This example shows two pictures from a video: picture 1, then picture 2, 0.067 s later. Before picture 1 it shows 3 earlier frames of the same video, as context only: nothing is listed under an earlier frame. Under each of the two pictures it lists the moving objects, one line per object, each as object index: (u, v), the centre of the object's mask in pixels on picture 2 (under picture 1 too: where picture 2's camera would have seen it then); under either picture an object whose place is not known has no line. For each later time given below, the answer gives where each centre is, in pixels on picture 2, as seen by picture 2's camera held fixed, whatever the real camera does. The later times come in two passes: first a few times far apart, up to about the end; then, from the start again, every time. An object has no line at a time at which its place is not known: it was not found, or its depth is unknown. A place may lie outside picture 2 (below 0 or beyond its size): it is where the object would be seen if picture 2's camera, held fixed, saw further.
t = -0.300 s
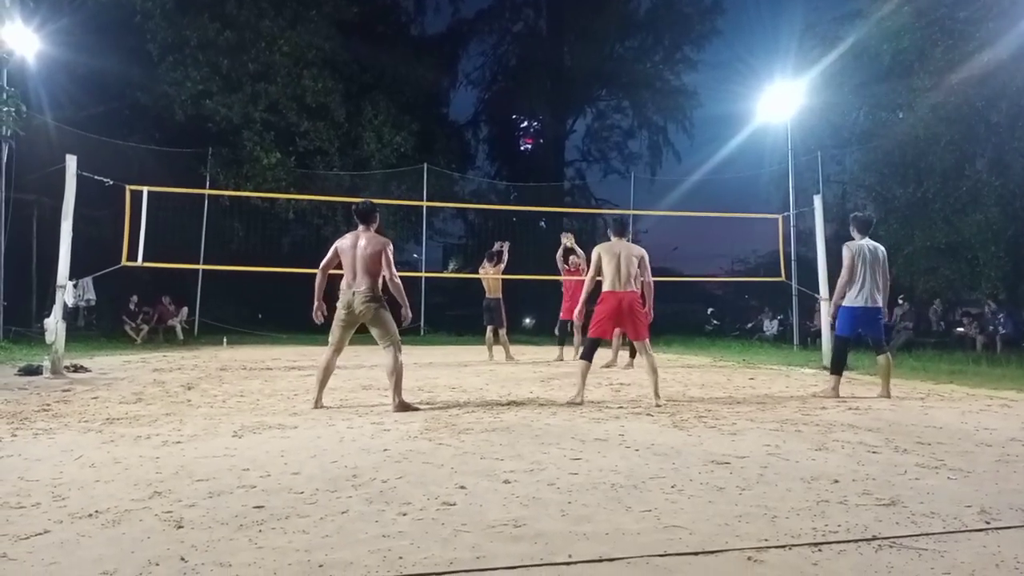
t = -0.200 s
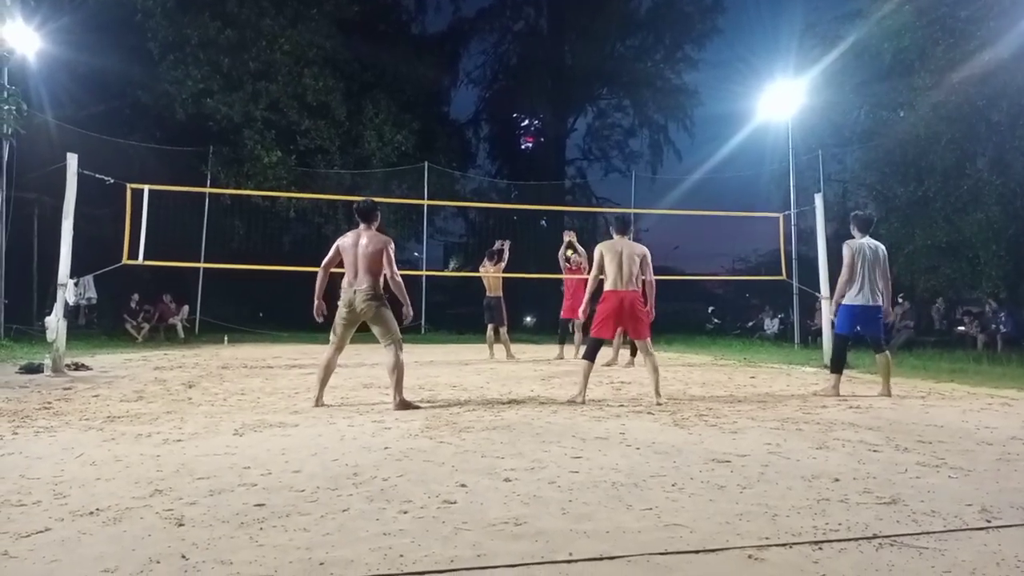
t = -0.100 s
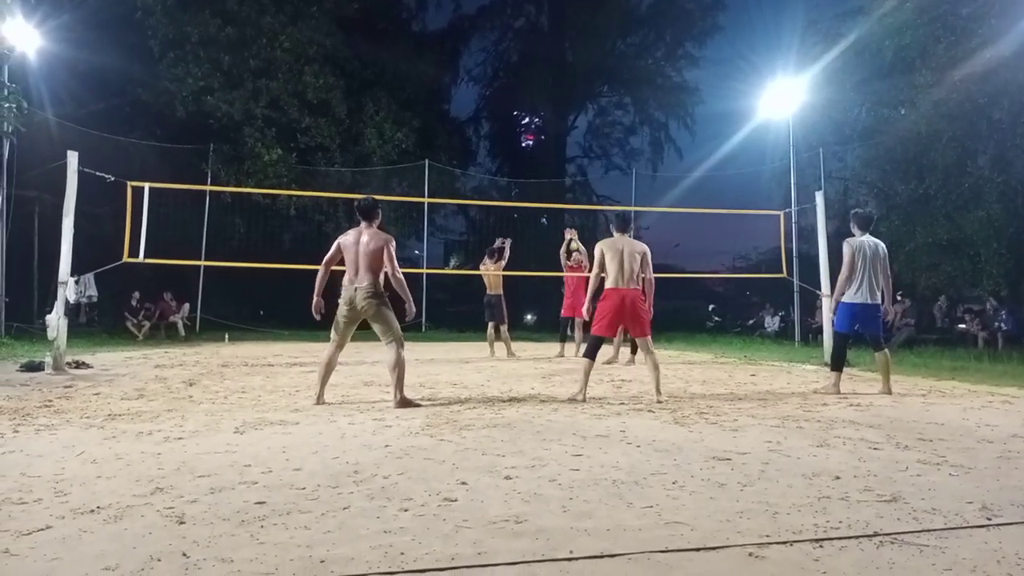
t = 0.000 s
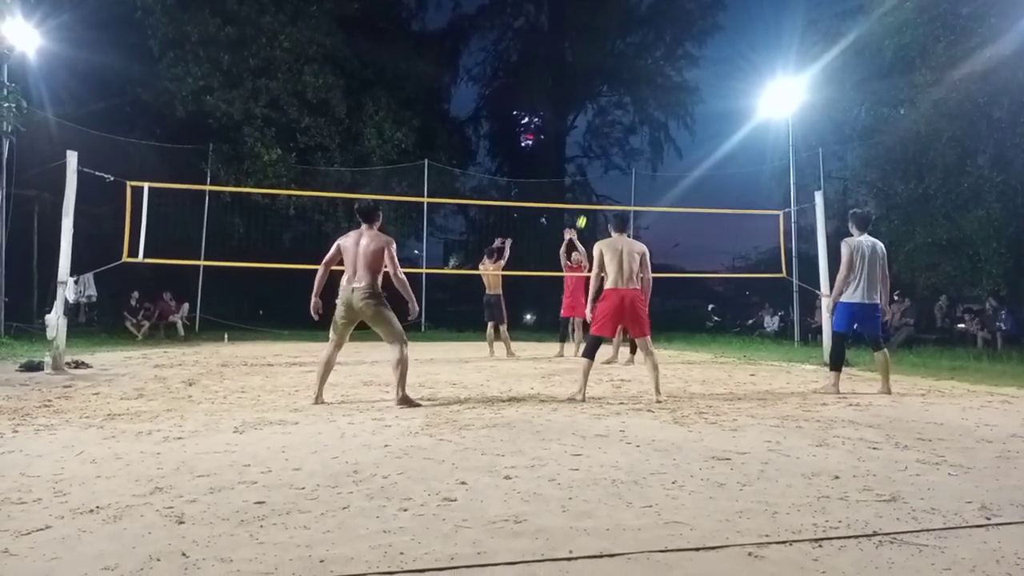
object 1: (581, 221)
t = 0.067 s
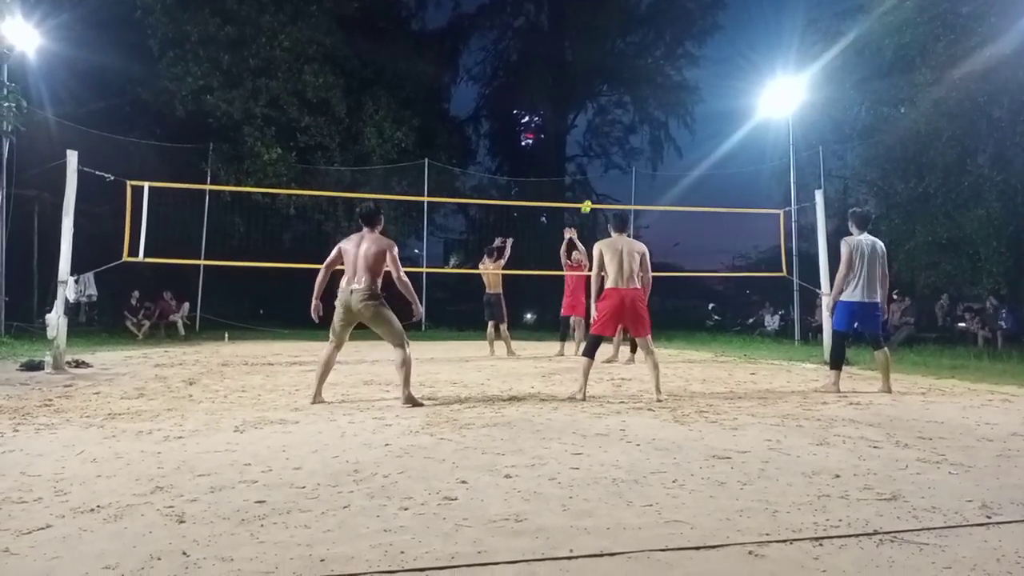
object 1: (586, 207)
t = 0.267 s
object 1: (601, 171)
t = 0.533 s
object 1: (626, 142)
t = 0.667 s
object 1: (644, 139)
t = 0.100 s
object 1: (589, 199)
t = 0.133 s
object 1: (591, 194)
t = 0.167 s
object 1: (593, 188)
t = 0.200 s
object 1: (596, 182)
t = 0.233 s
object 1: (598, 177)
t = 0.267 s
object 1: (601, 171)
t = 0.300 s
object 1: (604, 167)
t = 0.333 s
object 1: (606, 162)
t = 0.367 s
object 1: (609, 158)
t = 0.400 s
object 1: (613, 154)
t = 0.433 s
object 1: (616, 150)
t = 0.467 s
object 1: (619, 147)
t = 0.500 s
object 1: (623, 144)
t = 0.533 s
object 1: (626, 142)
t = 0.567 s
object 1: (630, 140)
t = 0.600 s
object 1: (634, 139)
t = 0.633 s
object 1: (639, 139)
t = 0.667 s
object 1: (644, 139)
